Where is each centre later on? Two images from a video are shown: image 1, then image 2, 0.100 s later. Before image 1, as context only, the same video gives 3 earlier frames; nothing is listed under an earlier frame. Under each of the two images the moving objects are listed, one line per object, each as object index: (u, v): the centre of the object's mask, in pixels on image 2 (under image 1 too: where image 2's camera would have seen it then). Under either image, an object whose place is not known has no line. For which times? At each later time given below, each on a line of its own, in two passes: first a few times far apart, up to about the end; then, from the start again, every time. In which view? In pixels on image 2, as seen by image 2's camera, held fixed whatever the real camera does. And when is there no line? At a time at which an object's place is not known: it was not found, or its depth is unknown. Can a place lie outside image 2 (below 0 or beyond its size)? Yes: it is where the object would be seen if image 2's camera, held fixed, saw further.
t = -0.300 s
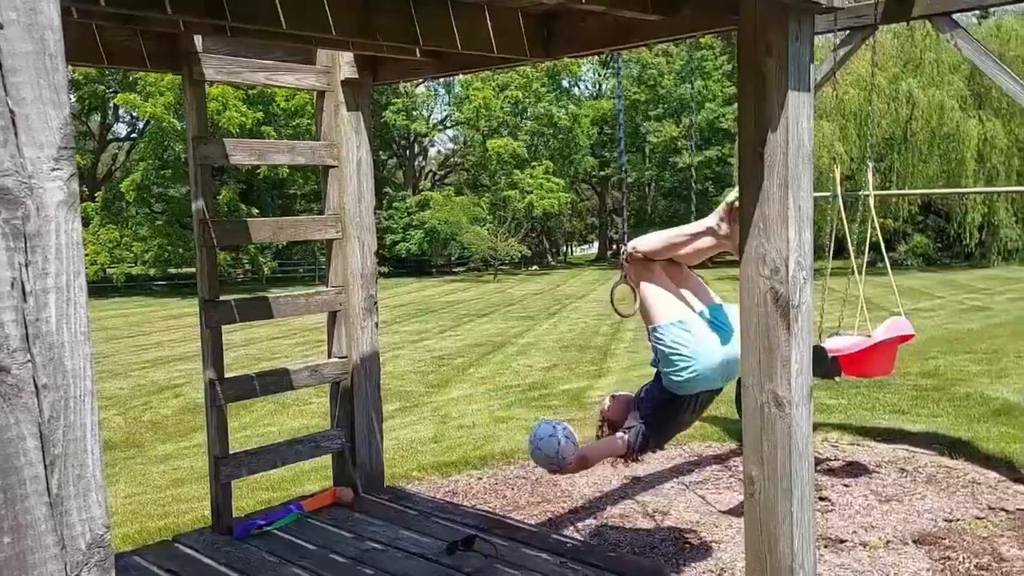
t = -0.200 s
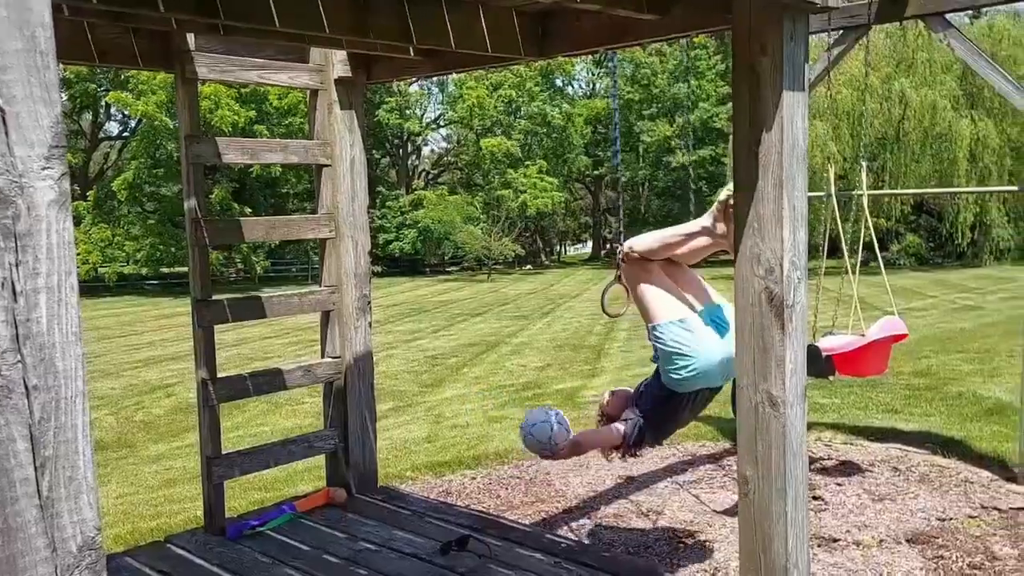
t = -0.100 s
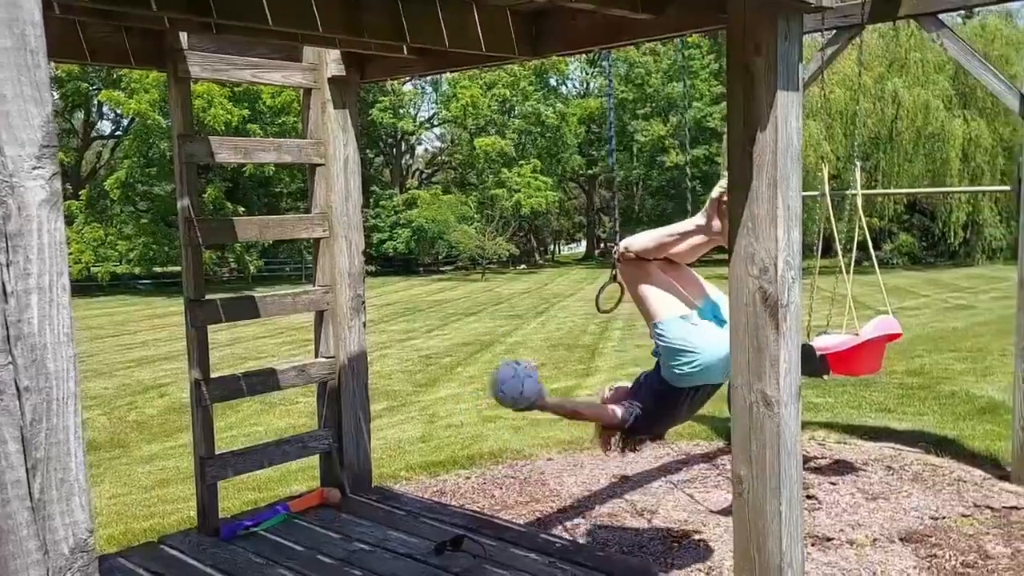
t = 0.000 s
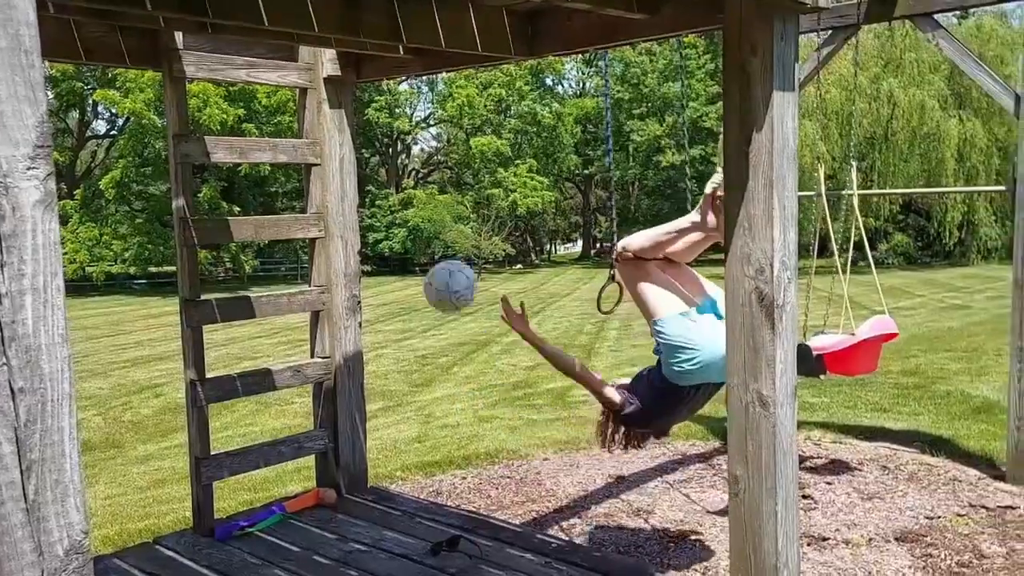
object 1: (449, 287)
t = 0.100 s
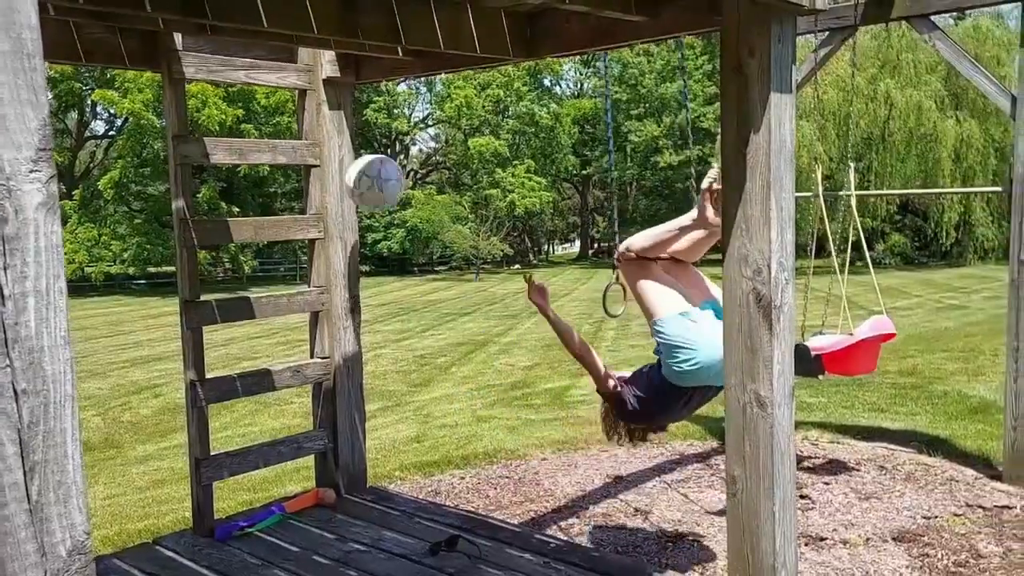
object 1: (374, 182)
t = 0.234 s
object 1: (253, 63)
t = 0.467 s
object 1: (340, 100)
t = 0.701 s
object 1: (229, 353)
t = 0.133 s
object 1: (347, 150)
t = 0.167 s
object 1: (318, 117)
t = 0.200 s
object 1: (286, 85)
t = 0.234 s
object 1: (253, 63)
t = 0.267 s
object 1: (218, 49)
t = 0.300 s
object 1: (250, 51)
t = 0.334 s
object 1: (284, 58)
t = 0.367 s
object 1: (316, 65)
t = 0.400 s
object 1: (345, 73)
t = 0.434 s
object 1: (353, 83)
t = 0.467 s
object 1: (340, 100)
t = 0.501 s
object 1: (326, 123)
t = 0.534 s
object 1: (310, 151)
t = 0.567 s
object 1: (295, 180)
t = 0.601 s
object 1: (280, 217)
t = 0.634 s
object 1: (263, 257)
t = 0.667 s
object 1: (247, 302)
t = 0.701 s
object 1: (229, 353)
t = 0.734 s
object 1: (214, 406)
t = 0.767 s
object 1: (196, 467)
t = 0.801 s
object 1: (179, 532)
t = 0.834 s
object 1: (157, 536)
